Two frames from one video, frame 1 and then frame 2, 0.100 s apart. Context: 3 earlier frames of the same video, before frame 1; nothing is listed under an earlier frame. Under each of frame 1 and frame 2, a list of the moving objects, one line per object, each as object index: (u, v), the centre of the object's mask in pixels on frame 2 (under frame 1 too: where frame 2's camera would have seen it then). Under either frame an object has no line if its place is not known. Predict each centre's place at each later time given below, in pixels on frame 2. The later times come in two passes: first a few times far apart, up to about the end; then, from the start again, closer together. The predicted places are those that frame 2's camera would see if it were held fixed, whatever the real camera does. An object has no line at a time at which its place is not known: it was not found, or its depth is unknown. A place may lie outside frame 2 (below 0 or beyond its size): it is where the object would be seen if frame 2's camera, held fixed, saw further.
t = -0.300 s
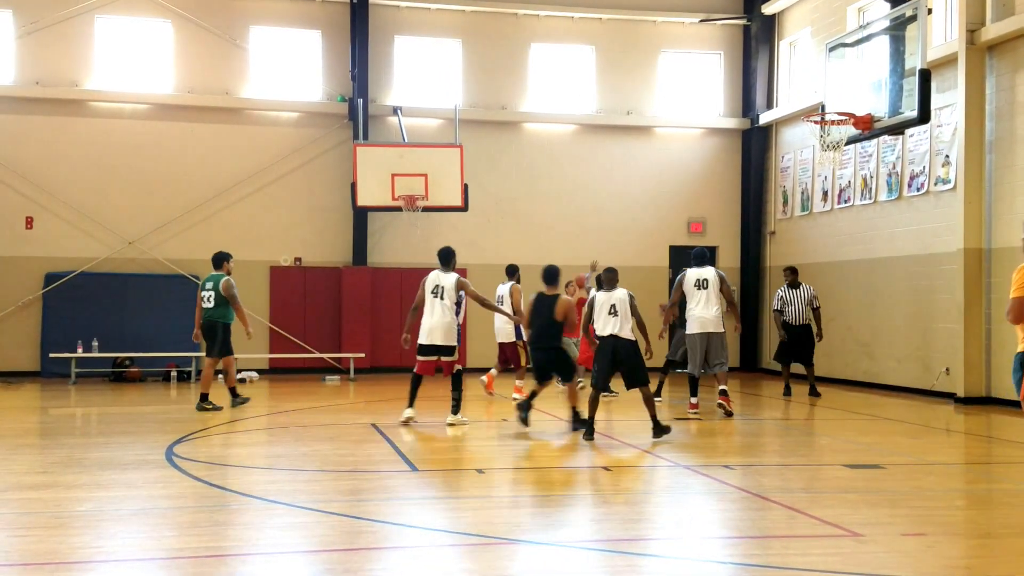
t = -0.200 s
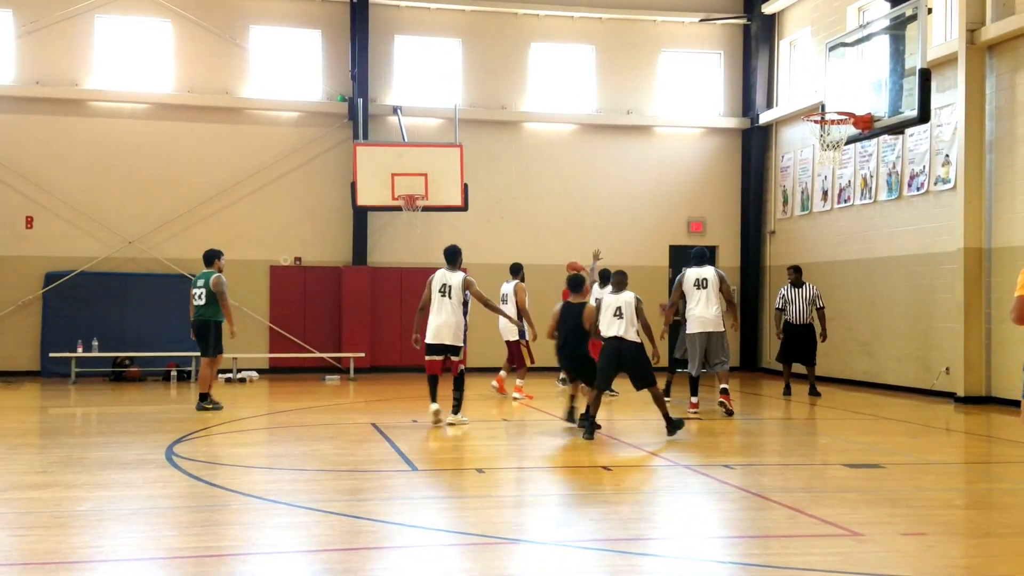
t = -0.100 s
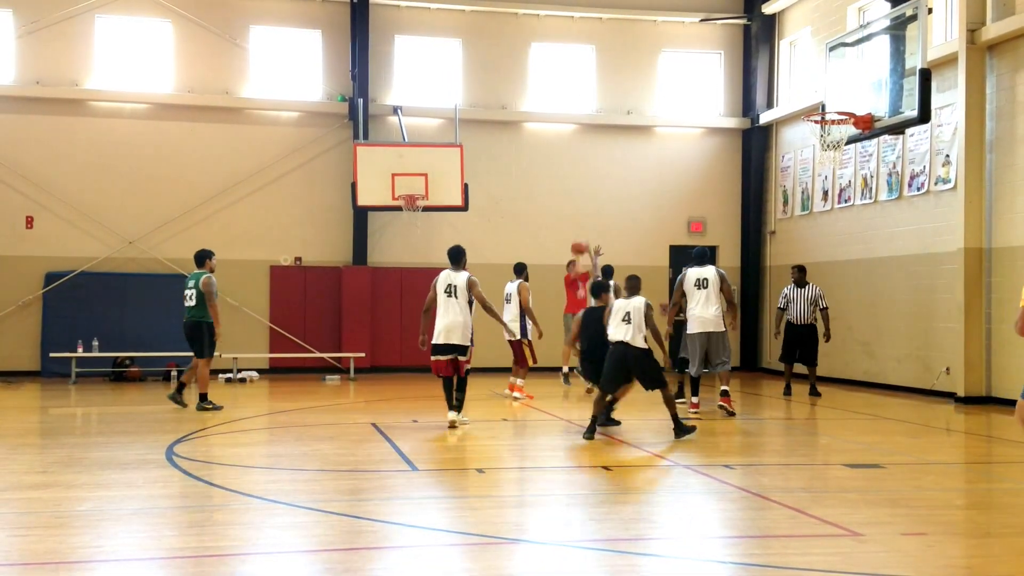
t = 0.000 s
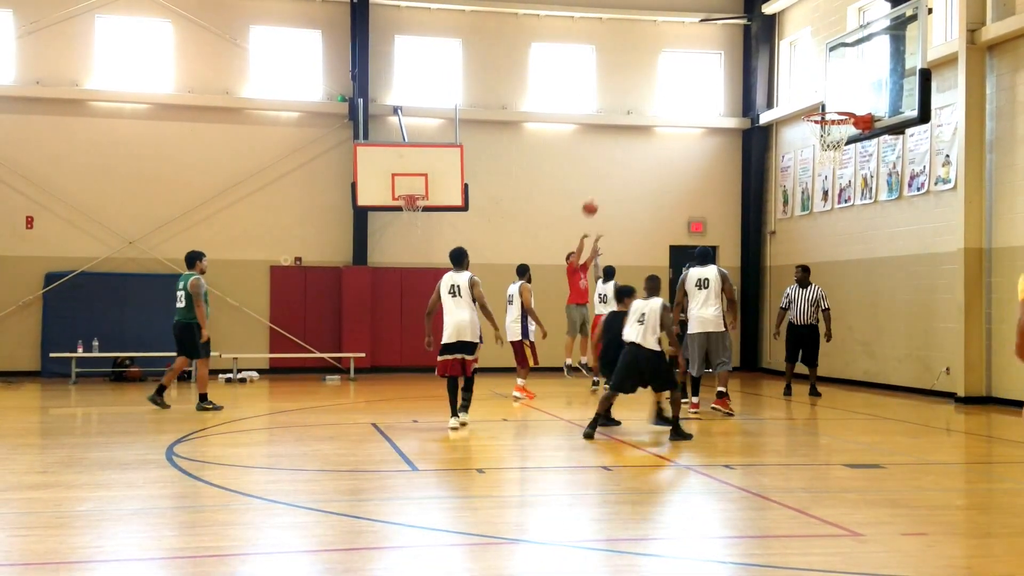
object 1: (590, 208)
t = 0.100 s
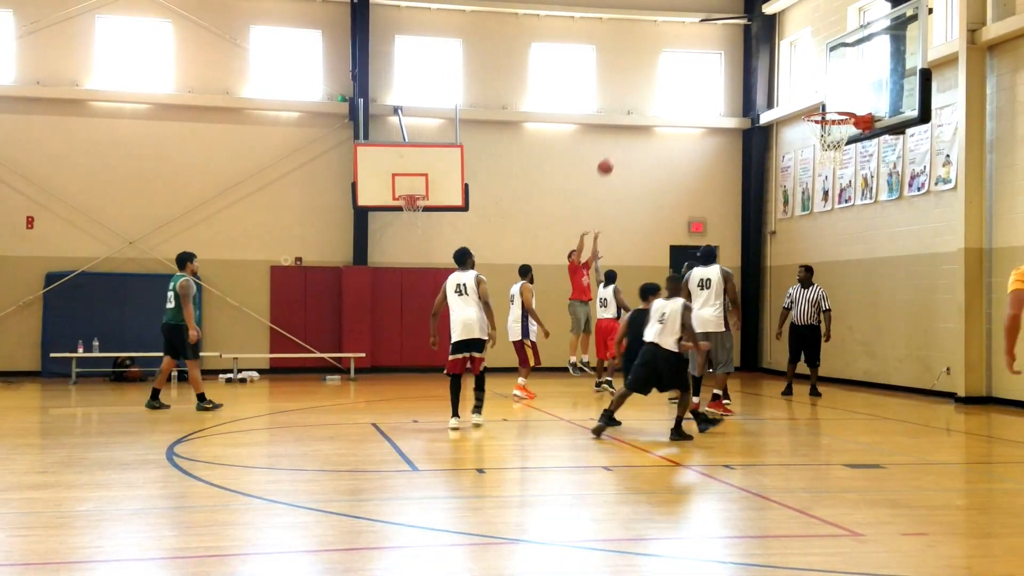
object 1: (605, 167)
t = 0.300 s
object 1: (637, 98)
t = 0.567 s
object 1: (689, 39)
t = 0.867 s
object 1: (758, 34)
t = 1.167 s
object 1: (841, 116)
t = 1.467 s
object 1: (813, 140)
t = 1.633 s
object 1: (820, 176)
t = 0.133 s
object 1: (610, 154)
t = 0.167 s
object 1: (615, 142)
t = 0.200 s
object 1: (621, 130)
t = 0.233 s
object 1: (626, 119)
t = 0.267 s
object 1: (632, 108)
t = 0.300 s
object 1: (637, 98)
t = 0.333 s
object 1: (644, 88)
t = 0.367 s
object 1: (649, 80)
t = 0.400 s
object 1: (654, 71)
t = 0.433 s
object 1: (661, 63)
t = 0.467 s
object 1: (668, 54)
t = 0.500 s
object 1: (676, 48)
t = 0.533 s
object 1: (683, 44)
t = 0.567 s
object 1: (689, 39)
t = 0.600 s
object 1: (696, 35)
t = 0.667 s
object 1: (710, 29)
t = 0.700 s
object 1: (718, 28)
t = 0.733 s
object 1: (726, 27)
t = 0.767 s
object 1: (734, 27)
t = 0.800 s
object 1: (742, 28)
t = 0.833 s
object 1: (750, 31)
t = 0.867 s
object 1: (758, 34)
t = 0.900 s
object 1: (766, 38)
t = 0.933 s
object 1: (774, 43)
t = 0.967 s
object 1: (783, 50)
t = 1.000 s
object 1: (793, 58)
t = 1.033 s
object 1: (803, 67)
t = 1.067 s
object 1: (813, 77)
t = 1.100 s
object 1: (822, 89)
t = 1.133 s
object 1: (832, 103)
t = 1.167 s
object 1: (841, 116)
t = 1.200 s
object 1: (839, 126)
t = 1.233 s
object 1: (833, 131)
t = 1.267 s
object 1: (827, 132)
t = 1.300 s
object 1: (820, 132)
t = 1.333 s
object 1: (815, 130)
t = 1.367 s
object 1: (812, 130)
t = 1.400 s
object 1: (812, 132)
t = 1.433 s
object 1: (812, 135)
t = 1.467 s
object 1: (813, 140)
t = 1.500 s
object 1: (815, 144)
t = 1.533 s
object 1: (815, 151)
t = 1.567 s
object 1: (817, 158)
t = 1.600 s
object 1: (819, 166)
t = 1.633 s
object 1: (820, 176)
